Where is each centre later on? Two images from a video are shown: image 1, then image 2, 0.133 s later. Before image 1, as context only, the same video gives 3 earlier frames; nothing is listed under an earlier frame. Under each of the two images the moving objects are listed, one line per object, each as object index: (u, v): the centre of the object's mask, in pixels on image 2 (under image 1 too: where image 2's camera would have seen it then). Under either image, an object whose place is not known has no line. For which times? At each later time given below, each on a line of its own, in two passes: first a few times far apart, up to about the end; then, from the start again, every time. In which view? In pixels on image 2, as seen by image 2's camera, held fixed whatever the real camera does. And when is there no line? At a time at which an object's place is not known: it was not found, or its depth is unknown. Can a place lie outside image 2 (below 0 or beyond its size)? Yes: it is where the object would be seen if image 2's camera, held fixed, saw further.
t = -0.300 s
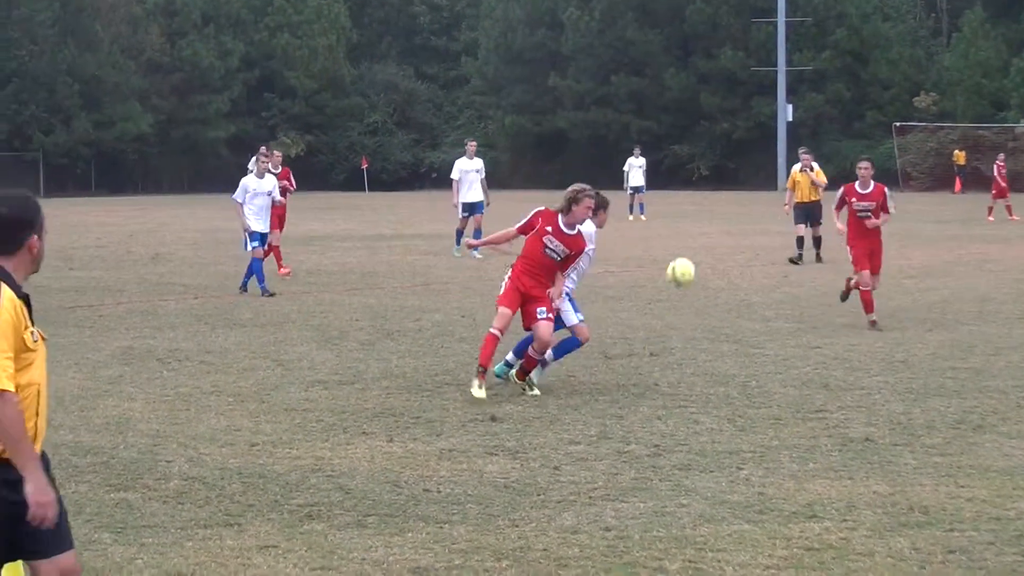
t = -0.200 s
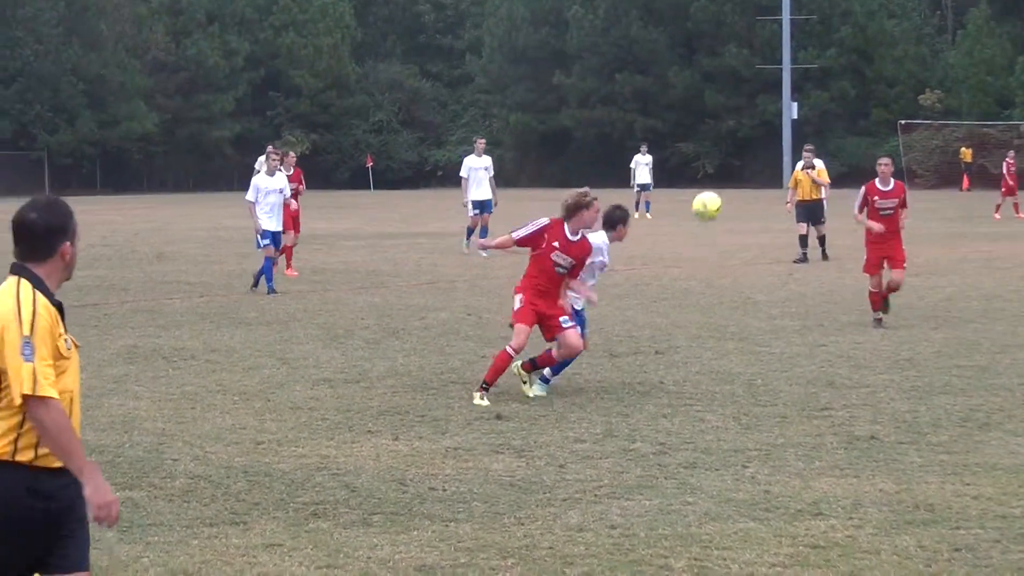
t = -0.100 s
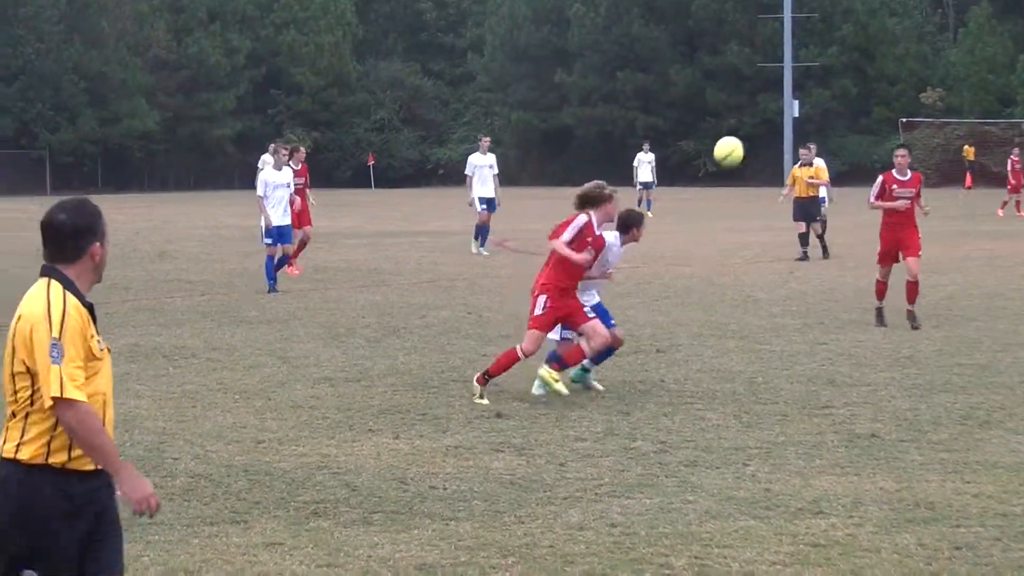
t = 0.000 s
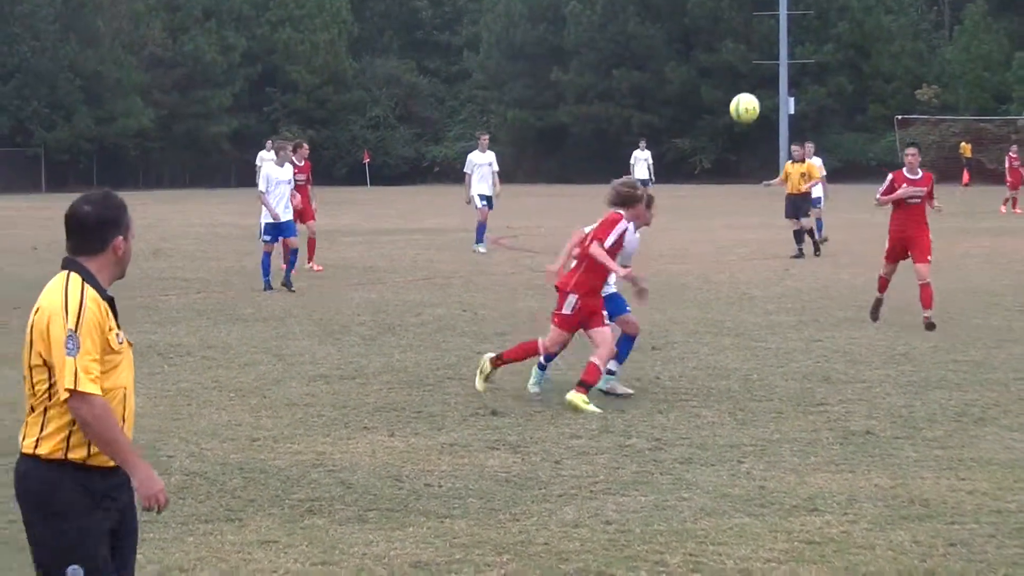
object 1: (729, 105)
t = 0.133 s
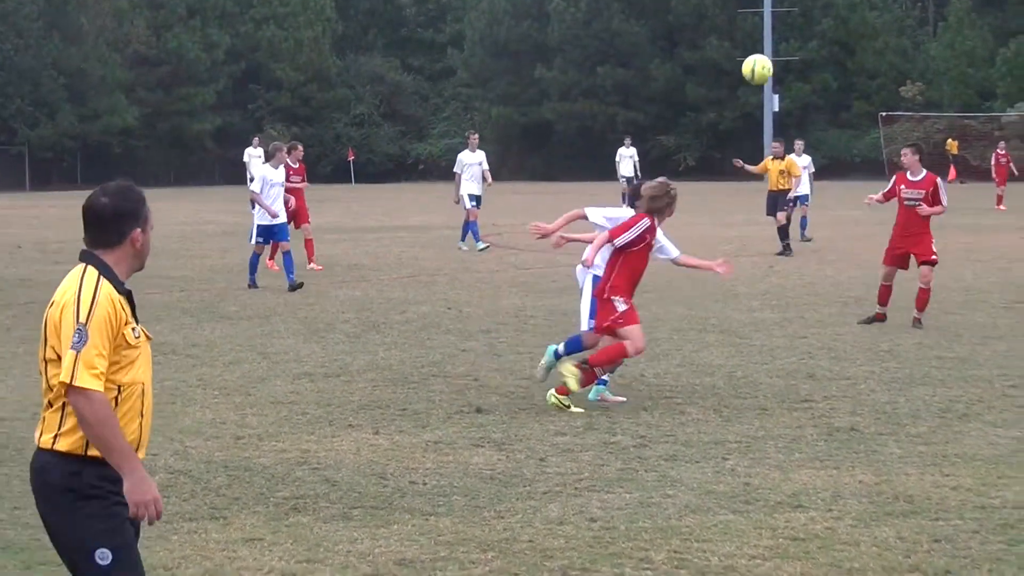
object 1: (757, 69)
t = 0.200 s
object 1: (771, 59)
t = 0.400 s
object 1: (816, 67)
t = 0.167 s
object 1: (764, 64)
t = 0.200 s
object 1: (771, 59)
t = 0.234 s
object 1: (779, 57)
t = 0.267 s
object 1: (786, 56)
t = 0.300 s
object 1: (794, 56)
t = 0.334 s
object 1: (801, 58)
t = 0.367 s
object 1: (808, 61)
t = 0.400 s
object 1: (816, 67)
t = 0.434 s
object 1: (824, 73)
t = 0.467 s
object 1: (832, 82)
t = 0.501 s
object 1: (839, 93)
